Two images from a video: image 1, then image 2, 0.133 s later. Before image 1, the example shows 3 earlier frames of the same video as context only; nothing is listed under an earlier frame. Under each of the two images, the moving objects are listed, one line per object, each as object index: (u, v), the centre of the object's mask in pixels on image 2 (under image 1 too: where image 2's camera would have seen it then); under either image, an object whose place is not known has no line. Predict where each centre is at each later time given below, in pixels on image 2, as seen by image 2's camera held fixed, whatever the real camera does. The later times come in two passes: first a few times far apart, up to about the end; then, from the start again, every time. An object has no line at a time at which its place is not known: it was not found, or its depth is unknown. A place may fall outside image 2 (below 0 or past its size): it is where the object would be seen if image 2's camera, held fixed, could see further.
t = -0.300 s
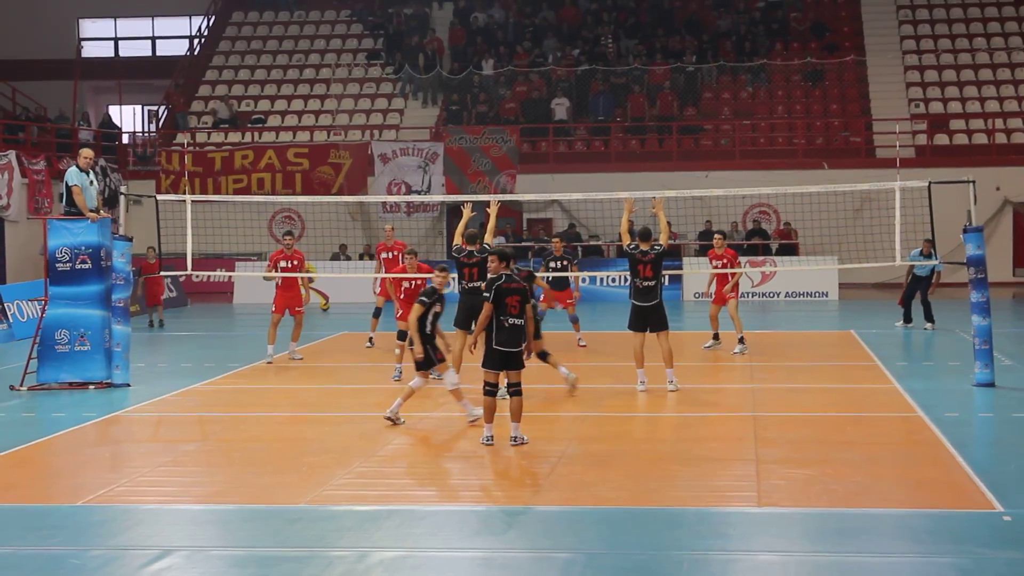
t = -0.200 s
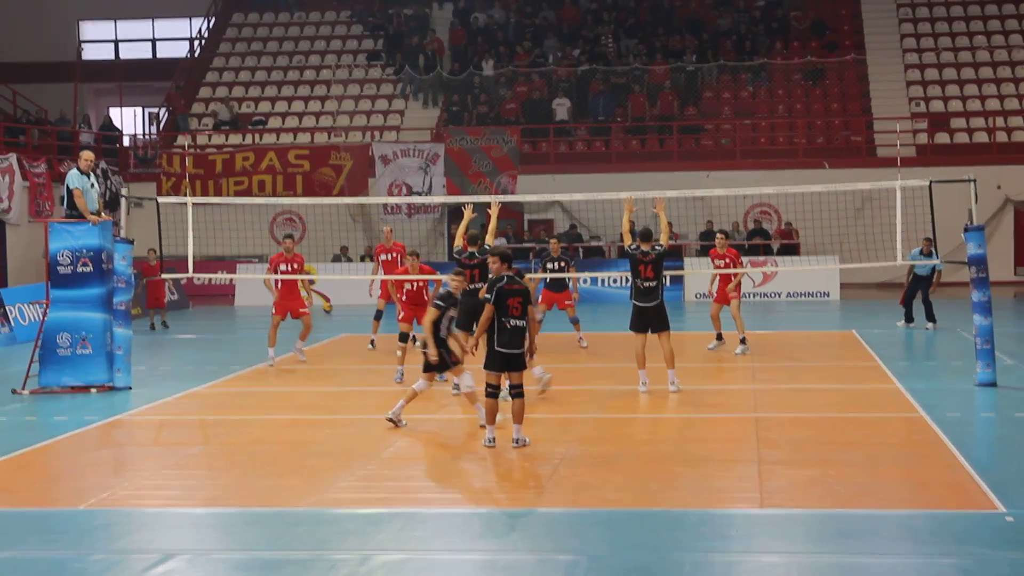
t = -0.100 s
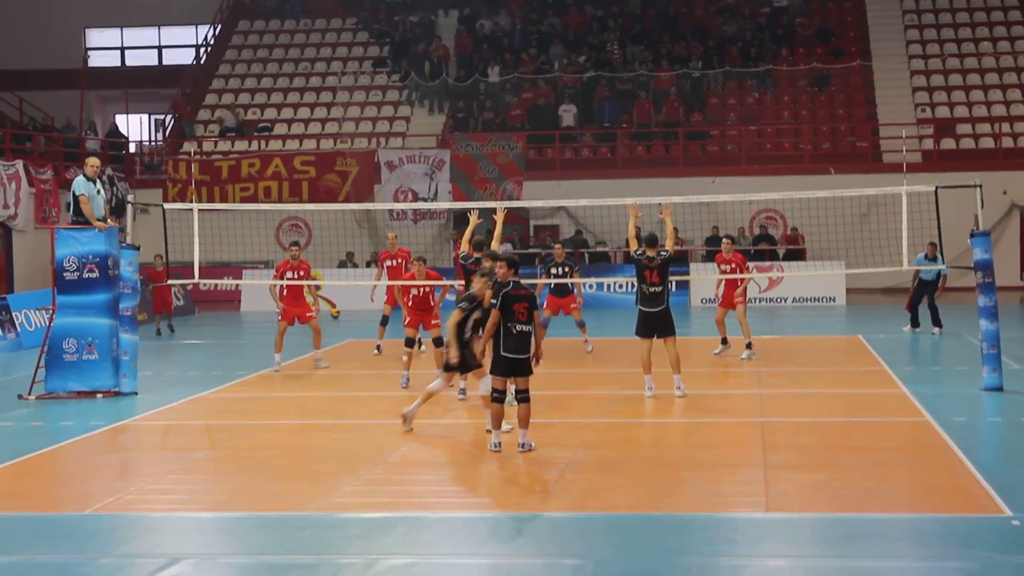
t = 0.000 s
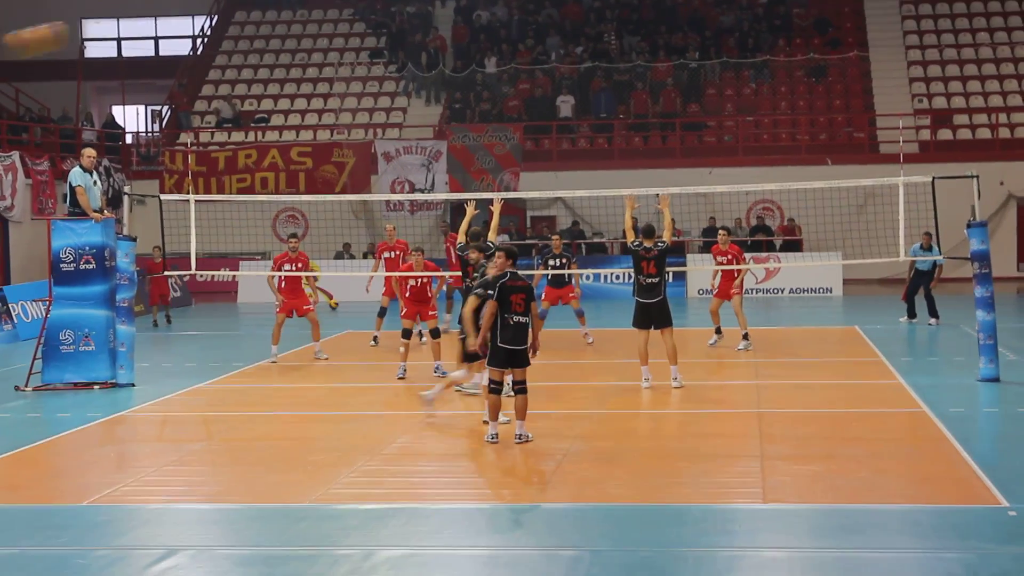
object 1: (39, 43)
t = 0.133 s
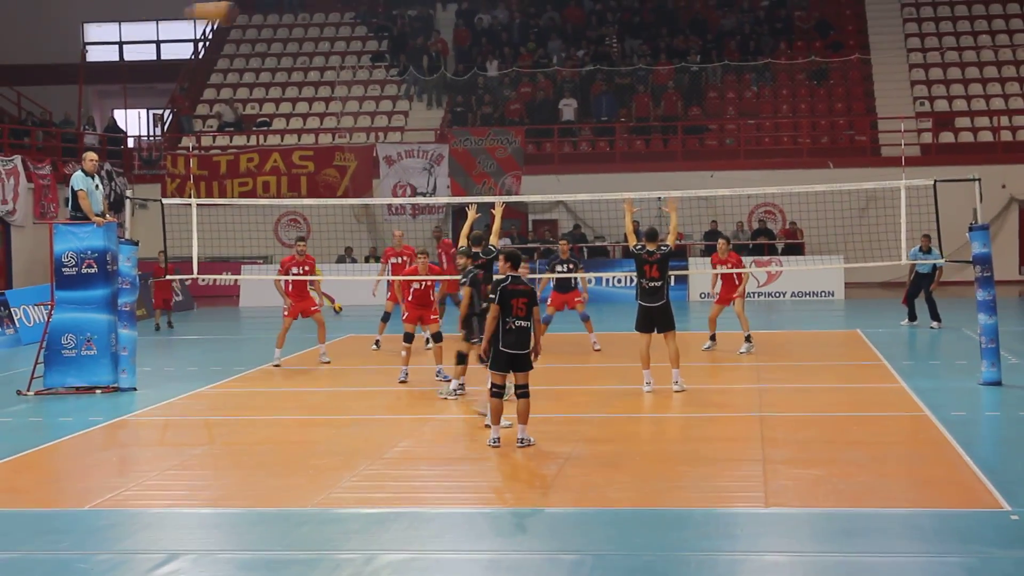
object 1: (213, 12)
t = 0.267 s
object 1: (342, 10)
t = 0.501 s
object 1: (511, 42)
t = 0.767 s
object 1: (633, 108)
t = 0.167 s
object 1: (248, 11)
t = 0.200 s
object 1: (282, 9)
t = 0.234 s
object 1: (313, 9)
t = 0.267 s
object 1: (342, 10)
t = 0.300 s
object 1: (373, 13)
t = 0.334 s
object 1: (398, 14)
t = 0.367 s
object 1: (424, 19)
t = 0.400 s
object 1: (448, 24)
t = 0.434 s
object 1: (469, 30)
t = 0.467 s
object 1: (491, 35)
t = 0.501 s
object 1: (511, 42)
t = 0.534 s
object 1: (530, 48)
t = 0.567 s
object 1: (547, 54)
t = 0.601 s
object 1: (563, 62)
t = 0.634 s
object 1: (578, 70)
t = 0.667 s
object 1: (593, 79)
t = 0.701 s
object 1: (606, 88)
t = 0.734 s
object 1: (620, 98)
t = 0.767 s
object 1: (633, 108)
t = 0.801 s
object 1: (645, 118)
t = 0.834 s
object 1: (657, 129)
